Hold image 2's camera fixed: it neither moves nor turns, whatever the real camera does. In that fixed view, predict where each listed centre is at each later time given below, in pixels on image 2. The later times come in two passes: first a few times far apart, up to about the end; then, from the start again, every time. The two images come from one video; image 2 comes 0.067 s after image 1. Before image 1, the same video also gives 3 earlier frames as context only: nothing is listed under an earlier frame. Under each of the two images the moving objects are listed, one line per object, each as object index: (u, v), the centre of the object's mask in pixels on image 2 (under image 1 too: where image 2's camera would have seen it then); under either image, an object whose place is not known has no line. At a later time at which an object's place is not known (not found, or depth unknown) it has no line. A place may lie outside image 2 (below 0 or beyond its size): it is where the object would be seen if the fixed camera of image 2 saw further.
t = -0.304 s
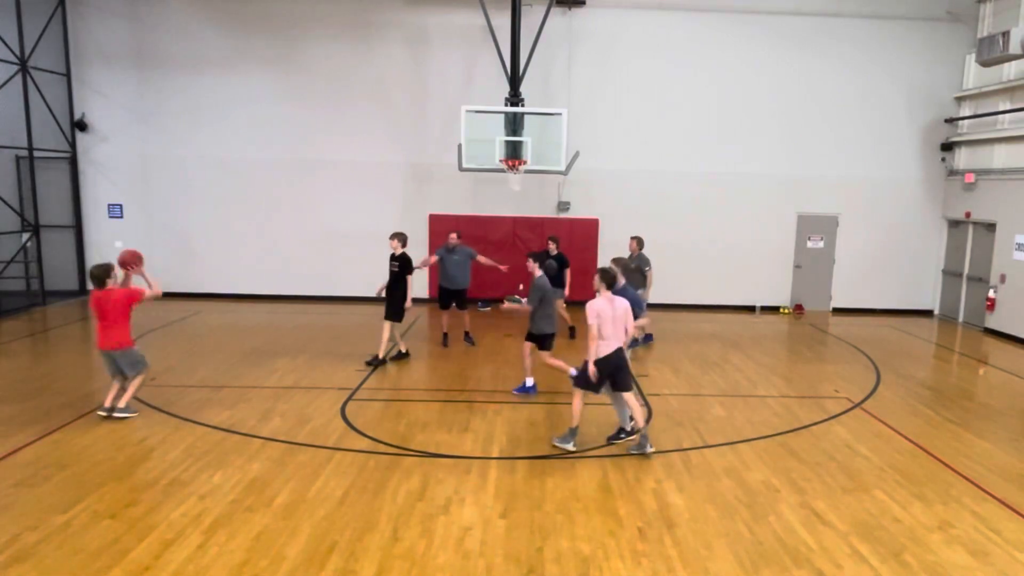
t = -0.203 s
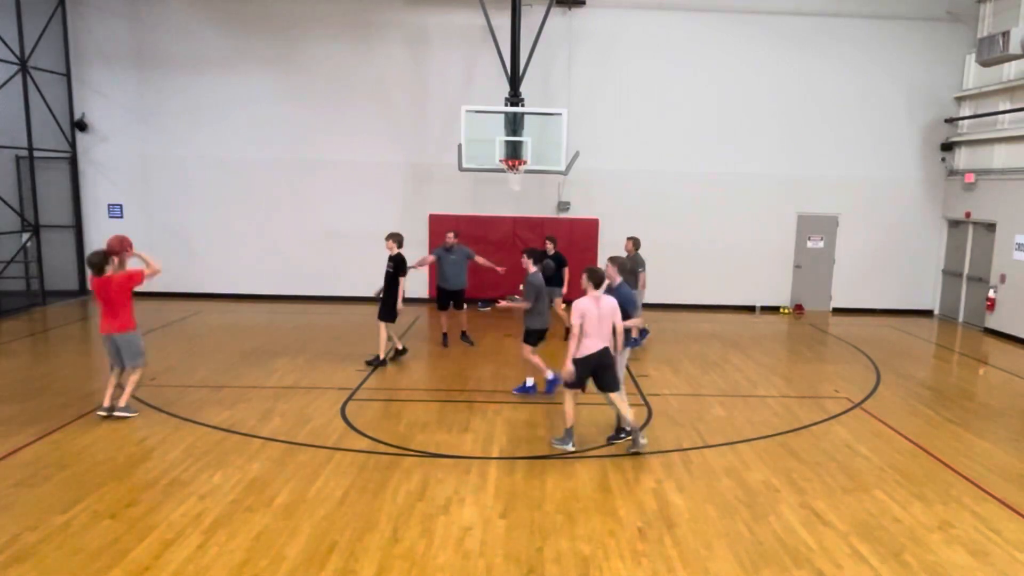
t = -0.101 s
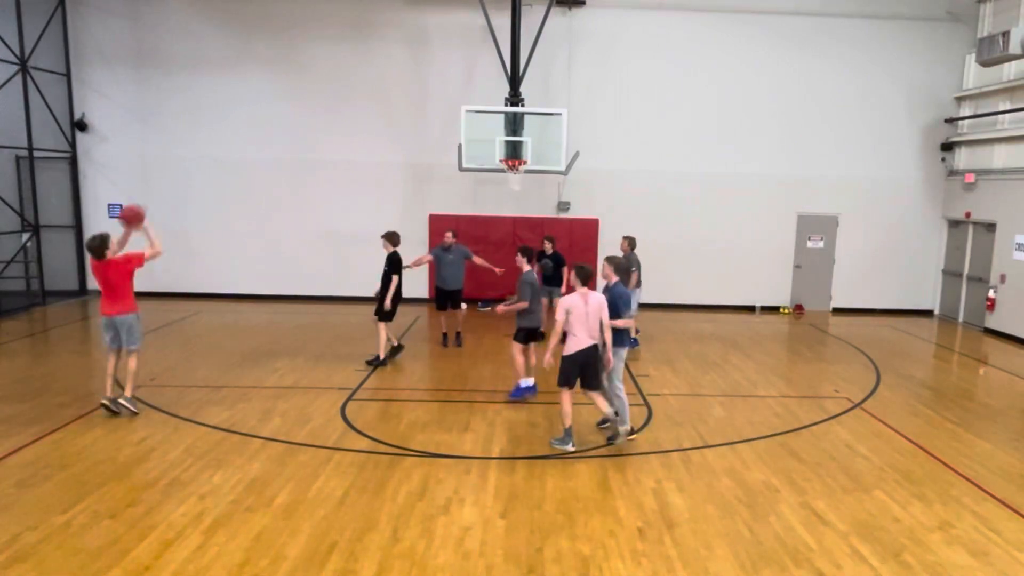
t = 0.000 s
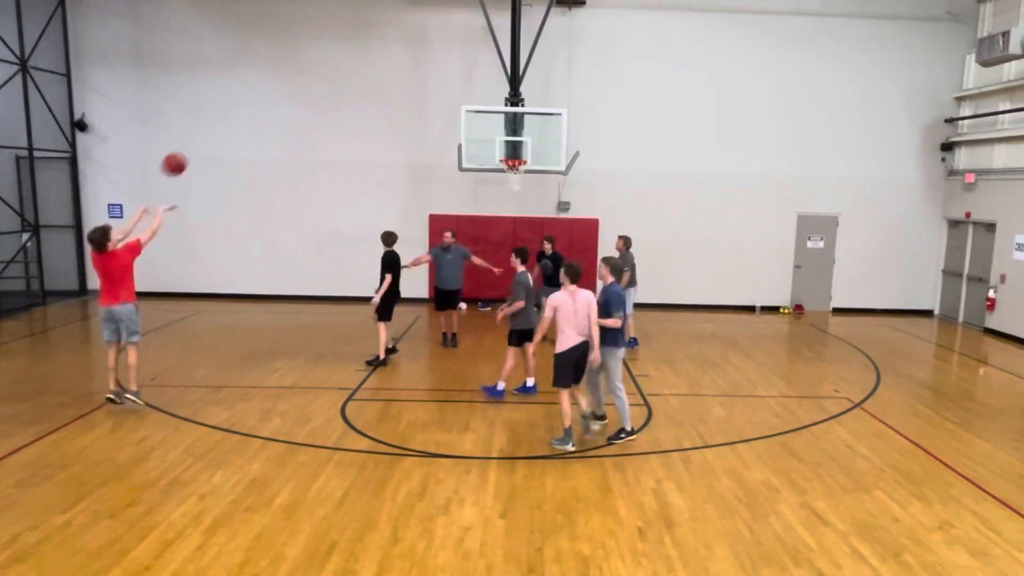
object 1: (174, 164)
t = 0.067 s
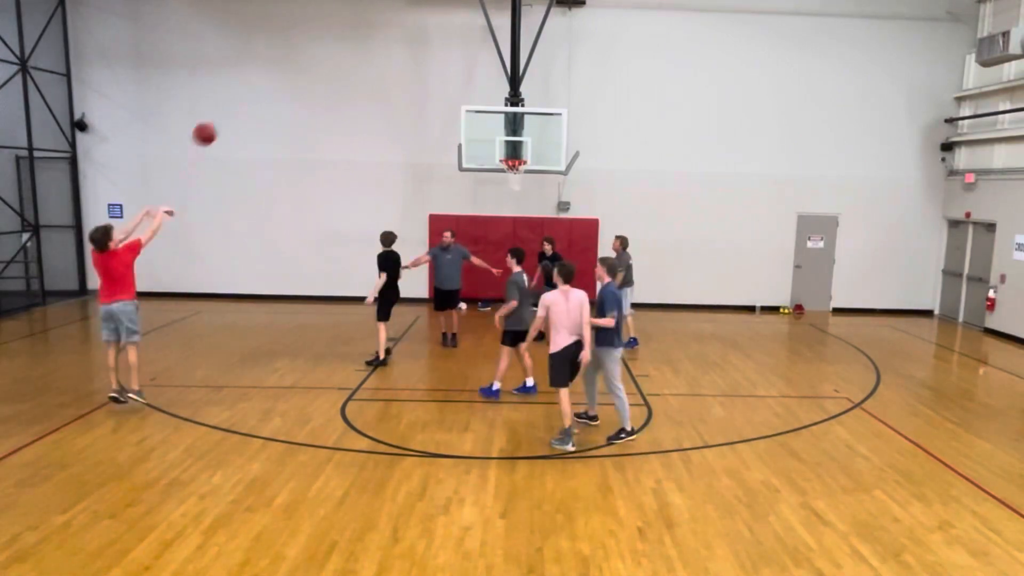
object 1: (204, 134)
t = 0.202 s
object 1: (260, 90)
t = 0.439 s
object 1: (343, 57)
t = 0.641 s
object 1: (402, 64)
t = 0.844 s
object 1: (451, 95)
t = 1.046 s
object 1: (492, 145)
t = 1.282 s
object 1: (461, 144)
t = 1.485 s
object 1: (416, 154)
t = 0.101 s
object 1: (219, 121)
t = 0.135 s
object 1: (233, 109)
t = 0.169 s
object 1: (247, 99)
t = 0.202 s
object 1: (260, 90)
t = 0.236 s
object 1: (273, 82)
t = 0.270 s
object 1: (286, 75)
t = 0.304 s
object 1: (298, 69)
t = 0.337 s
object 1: (310, 64)
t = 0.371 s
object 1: (321, 61)
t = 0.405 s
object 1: (332, 58)
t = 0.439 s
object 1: (343, 57)
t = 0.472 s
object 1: (353, 56)
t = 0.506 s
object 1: (363, 56)
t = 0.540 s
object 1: (373, 57)
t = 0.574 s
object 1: (383, 58)
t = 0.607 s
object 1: (392, 61)
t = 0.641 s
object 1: (402, 64)
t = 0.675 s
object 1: (411, 67)
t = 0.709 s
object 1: (419, 72)
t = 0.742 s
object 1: (427, 77)
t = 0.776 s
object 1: (435, 82)
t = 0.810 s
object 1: (443, 88)
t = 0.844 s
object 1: (451, 95)
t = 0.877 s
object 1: (458, 102)
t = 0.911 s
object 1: (465, 110)
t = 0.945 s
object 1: (473, 119)
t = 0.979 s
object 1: (479, 127)
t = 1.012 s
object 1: (486, 136)
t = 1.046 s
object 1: (492, 145)
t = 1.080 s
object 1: (499, 155)
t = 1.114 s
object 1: (496, 155)
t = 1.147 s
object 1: (489, 152)
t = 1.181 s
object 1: (483, 149)
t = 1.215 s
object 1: (476, 146)
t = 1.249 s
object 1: (468, 145)
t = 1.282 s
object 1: (461, 144)
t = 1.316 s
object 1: (454, 144)
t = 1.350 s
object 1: (447, 144)
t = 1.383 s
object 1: (439, 145)
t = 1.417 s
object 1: (432, 147)
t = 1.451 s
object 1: (424, 150)
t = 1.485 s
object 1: (416, 154)
